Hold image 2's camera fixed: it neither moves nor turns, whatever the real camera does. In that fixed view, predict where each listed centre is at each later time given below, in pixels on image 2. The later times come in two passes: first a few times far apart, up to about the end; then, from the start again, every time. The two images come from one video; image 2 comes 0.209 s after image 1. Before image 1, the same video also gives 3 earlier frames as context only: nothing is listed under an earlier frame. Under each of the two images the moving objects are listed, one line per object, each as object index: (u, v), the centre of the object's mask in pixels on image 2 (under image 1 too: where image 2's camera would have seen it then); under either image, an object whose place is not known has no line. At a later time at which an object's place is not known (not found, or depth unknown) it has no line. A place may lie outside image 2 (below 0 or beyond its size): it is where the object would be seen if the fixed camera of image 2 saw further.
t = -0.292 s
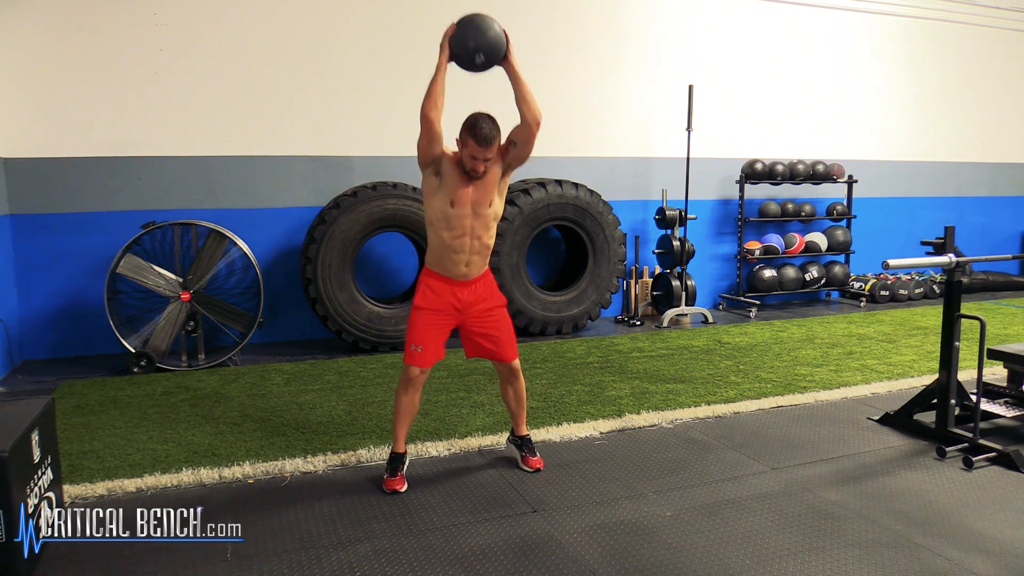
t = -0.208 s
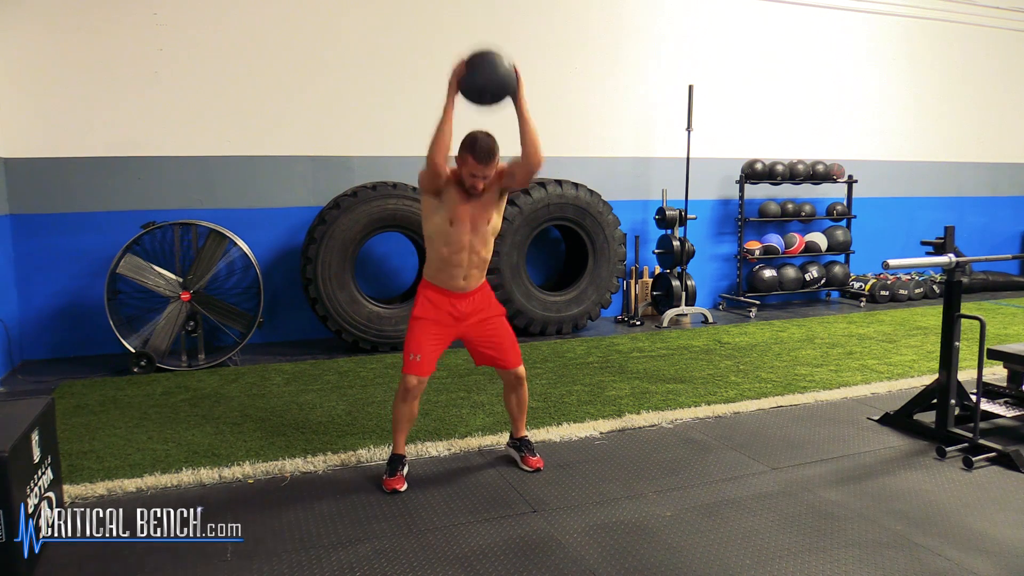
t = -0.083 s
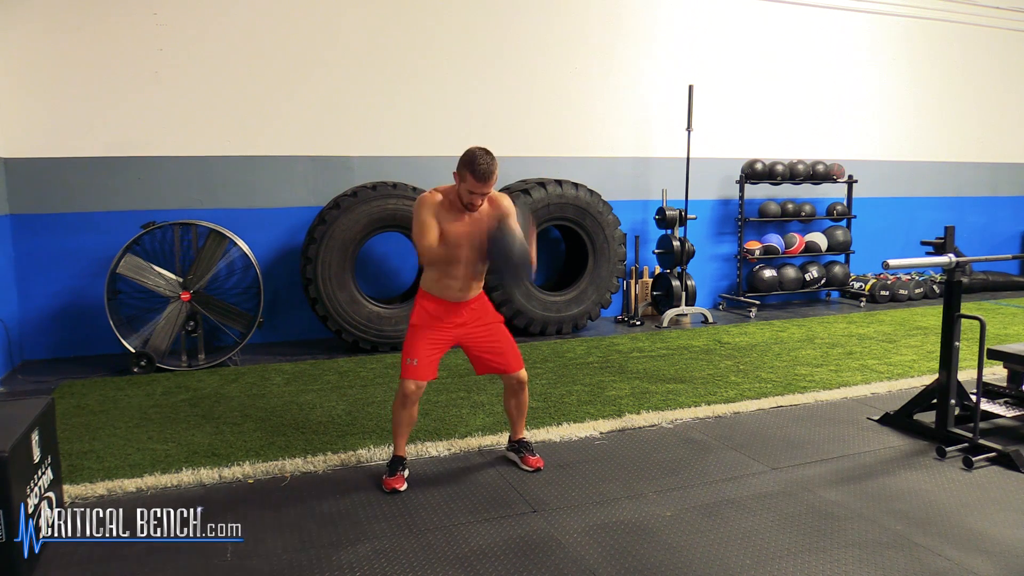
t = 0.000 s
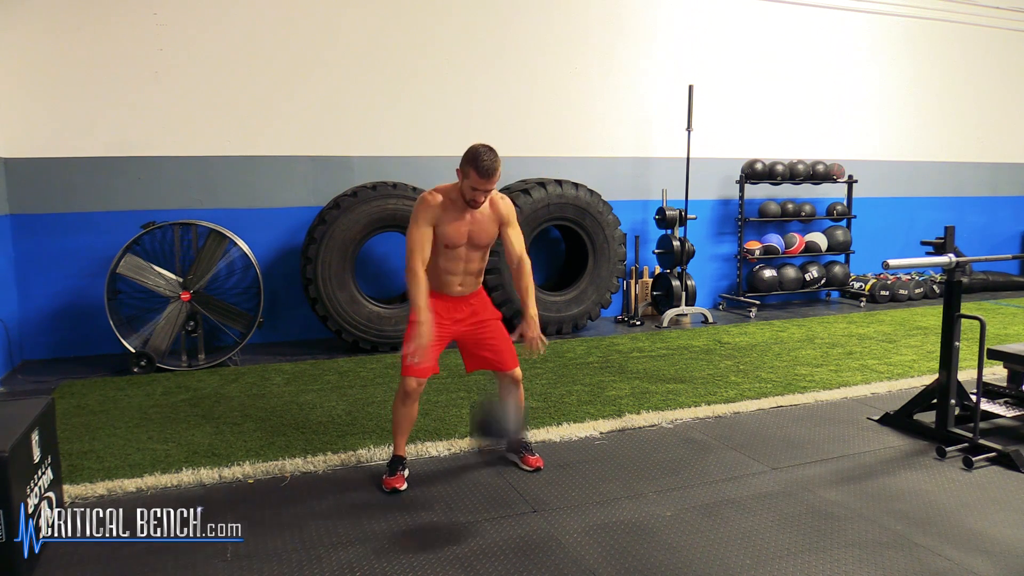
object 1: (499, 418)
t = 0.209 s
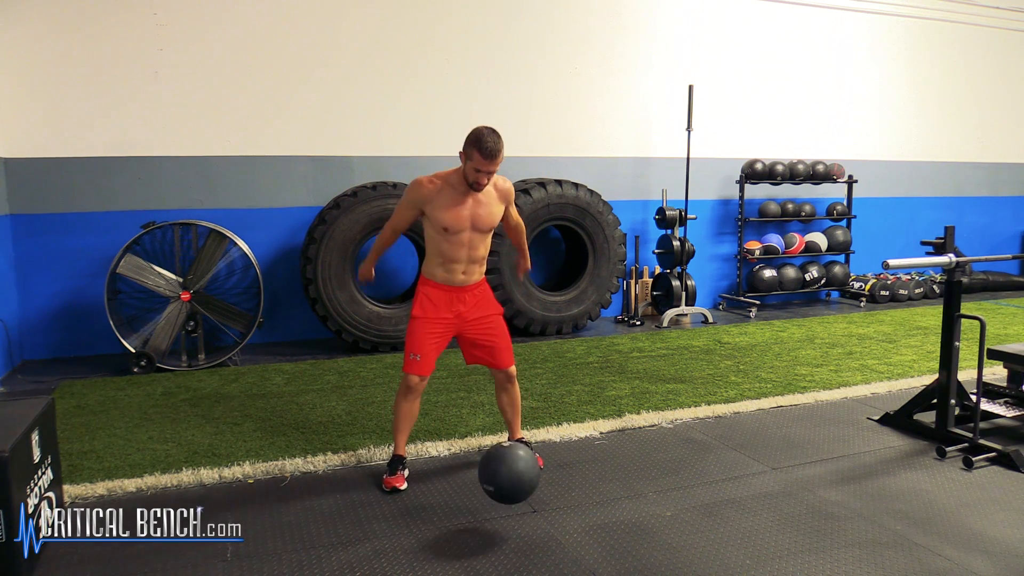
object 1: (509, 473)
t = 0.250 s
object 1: (511, 473)
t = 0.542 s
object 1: (523, 518)
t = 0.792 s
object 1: (532, 521)
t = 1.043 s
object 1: (527, 519)
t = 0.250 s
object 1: (511, 473)
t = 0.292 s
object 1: (512, 477)
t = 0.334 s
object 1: (513, 485)
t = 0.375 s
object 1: (515, 497)
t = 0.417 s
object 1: (516, 514)
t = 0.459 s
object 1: (517, 517)
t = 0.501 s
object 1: (519, 513)
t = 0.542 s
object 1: (523, 518)
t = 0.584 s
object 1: (525, 519)
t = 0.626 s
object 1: (528, 519)
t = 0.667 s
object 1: (530, 520)
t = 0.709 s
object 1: (531, 522)
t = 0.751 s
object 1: (531, 521)
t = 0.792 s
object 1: (532, 521)
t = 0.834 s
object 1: (532, 521)
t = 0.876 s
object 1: (531, 521)
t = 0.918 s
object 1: (530, 520)
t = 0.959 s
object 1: (529, 520)
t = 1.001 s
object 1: (528, 519)
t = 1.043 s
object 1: (527, 519)
